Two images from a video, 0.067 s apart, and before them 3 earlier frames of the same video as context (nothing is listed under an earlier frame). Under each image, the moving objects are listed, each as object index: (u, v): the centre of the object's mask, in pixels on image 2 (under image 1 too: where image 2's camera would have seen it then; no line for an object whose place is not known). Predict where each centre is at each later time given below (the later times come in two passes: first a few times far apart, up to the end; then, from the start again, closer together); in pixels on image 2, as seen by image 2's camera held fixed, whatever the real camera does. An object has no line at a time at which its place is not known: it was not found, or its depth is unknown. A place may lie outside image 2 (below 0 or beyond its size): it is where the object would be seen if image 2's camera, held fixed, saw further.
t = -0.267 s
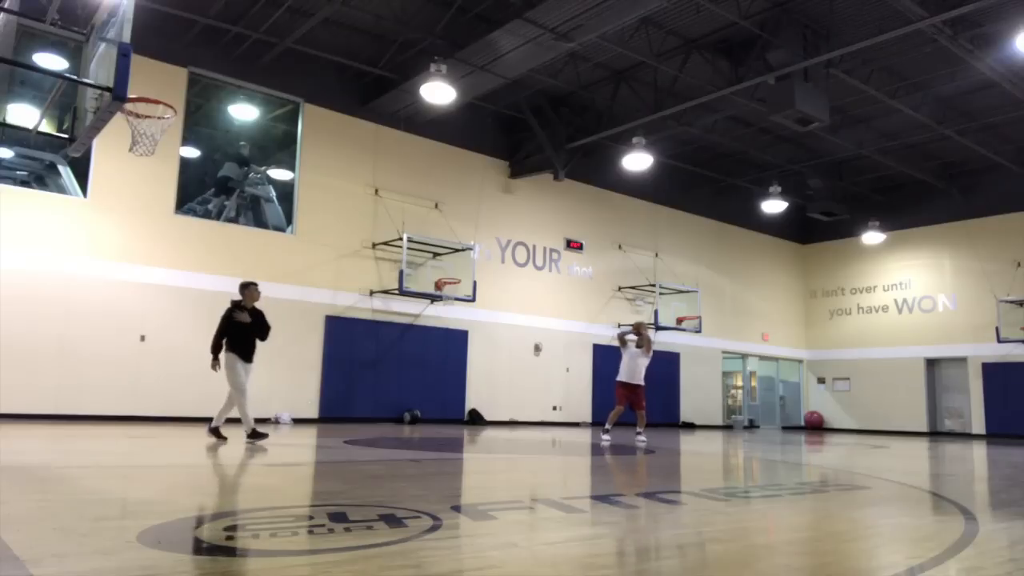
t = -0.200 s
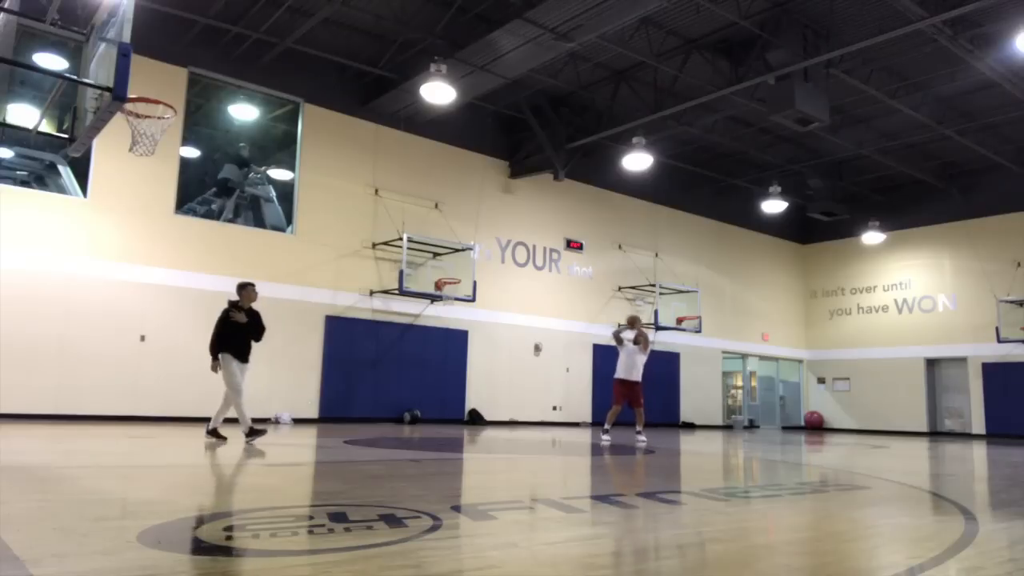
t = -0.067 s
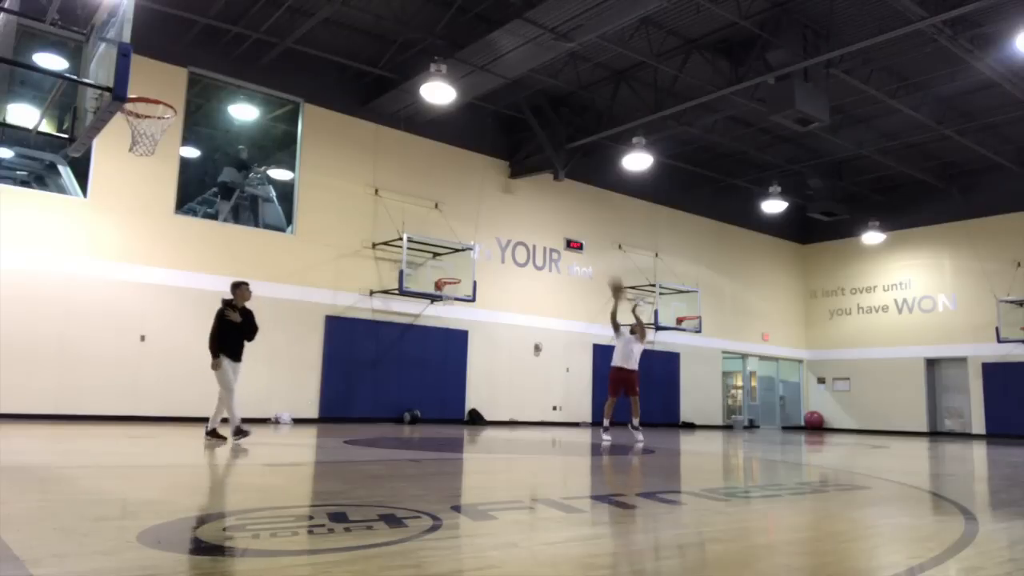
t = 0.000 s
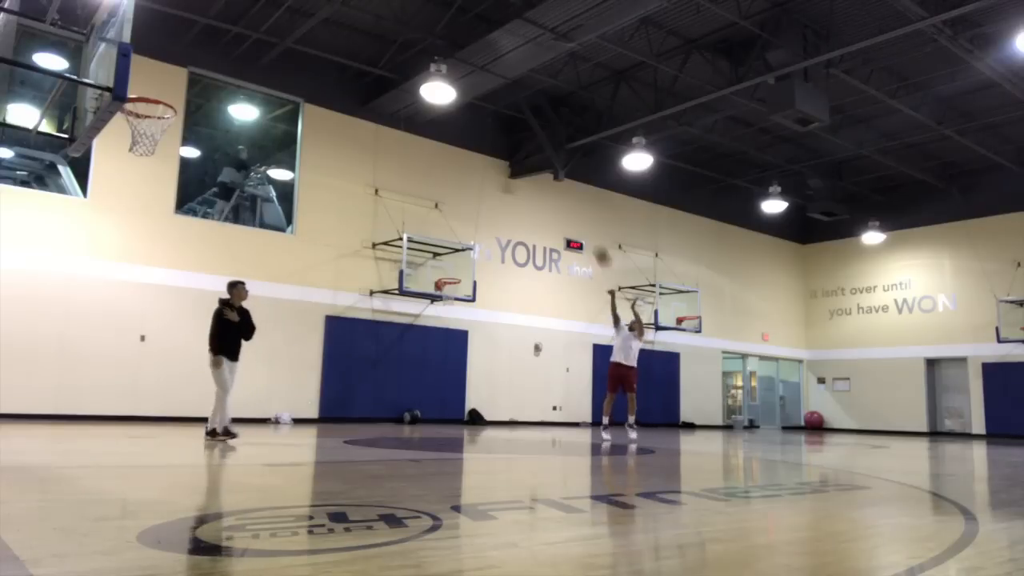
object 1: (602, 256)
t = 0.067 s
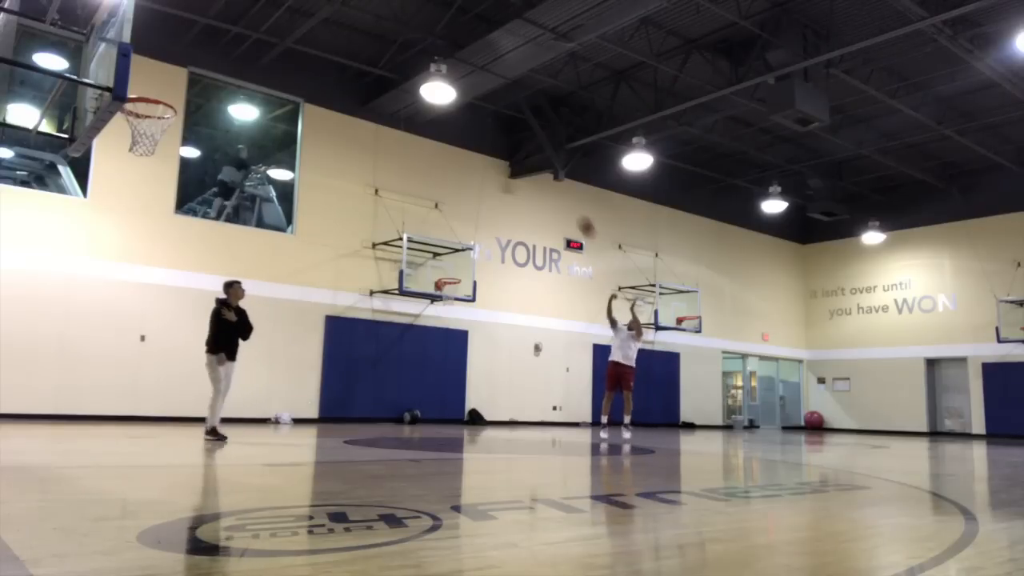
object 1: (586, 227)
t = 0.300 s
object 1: (526, 141)
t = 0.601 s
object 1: (435, 66)
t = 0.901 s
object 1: (316, 45)
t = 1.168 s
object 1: (176, 93)
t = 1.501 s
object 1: (127, 136)
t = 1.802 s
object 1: (136, 237)
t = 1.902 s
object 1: (137, 296)
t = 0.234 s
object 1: (545, 163)
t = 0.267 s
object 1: (536, 152)
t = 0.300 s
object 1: (526, 141)
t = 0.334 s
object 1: (517, 130)
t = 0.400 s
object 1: (498, 111)
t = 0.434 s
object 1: (488, 101)
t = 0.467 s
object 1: (480, 95)
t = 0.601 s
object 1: (435, 66)
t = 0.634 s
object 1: (423, 59)
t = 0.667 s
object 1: (411, 55)
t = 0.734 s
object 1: (386, 49)
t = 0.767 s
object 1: (373, 46)
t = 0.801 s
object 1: (359, 44)
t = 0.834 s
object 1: (345, 44)
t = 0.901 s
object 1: (316, 45)
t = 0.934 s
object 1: (301, 47)
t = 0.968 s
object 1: (285, 50)
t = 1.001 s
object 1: (268, 54)
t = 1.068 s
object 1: (235, 65)
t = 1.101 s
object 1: (218, 74)
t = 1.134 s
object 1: (200, 85)
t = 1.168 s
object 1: (176, 93)
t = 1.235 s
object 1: (135, 124)
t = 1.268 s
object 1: (122, 128)
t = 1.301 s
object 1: (120, 126)
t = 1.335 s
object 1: (121, 124)
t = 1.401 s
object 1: (125, 125)
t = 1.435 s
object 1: (125, 127)
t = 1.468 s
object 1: (126, 130)
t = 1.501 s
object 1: (127, 136)
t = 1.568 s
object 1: (131, 149)
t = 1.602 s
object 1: (132, 158)
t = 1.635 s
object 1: (133, 168)
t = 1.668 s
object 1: (134, 179)
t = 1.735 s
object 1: (136, 205)
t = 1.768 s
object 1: (136, 221)
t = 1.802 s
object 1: (136, 237)
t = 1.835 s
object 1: (137, 254)
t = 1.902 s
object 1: (137, 296)
